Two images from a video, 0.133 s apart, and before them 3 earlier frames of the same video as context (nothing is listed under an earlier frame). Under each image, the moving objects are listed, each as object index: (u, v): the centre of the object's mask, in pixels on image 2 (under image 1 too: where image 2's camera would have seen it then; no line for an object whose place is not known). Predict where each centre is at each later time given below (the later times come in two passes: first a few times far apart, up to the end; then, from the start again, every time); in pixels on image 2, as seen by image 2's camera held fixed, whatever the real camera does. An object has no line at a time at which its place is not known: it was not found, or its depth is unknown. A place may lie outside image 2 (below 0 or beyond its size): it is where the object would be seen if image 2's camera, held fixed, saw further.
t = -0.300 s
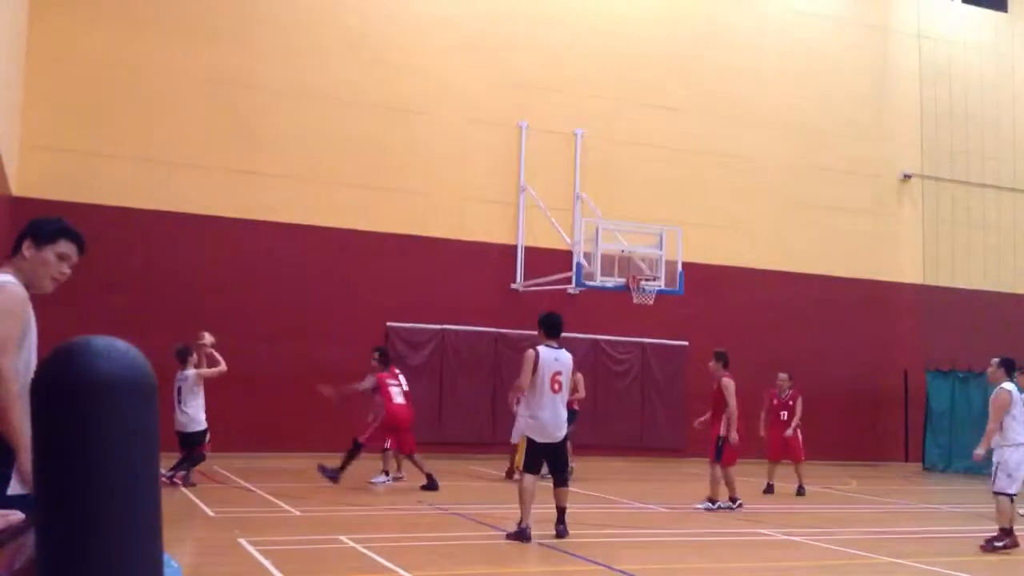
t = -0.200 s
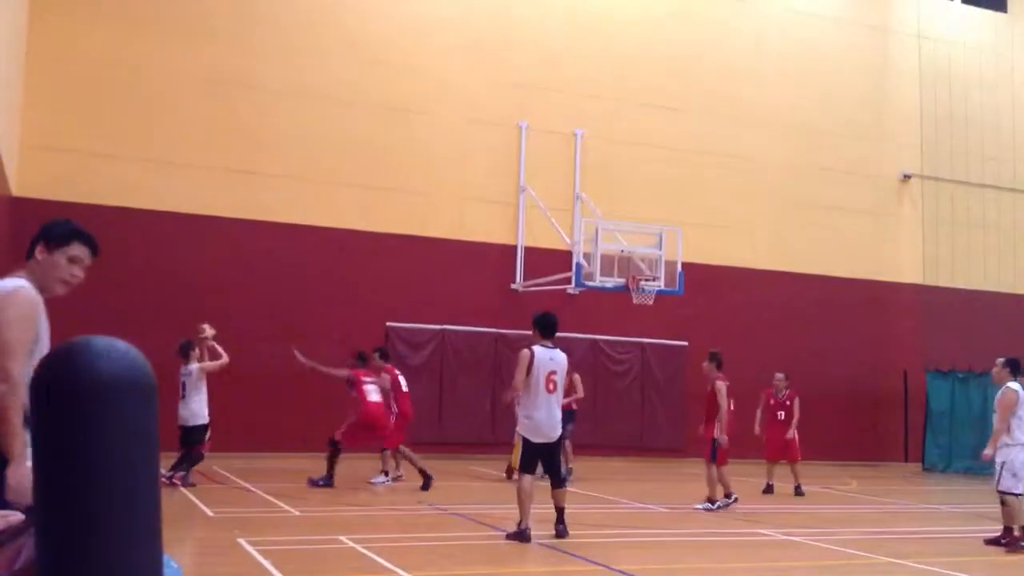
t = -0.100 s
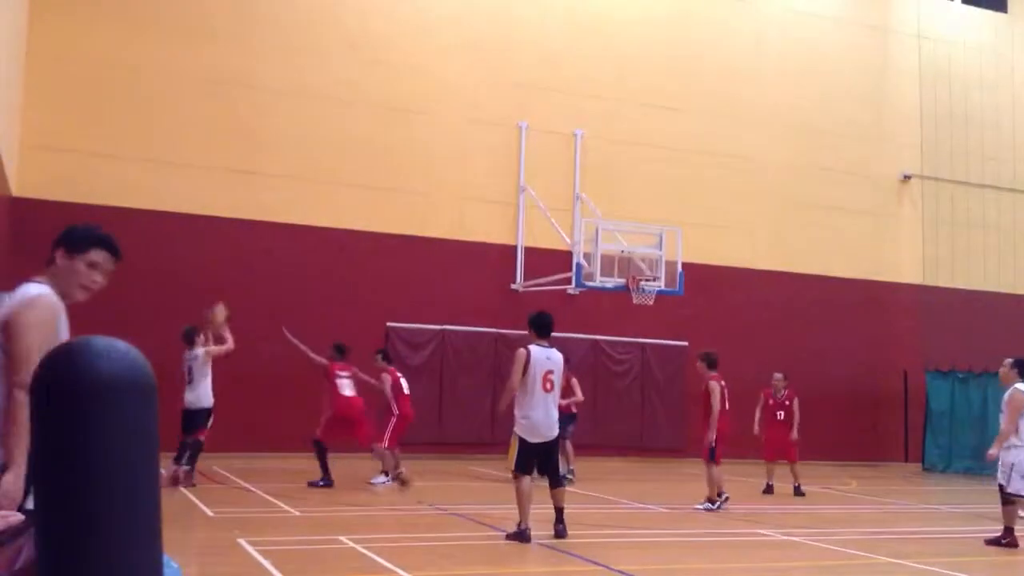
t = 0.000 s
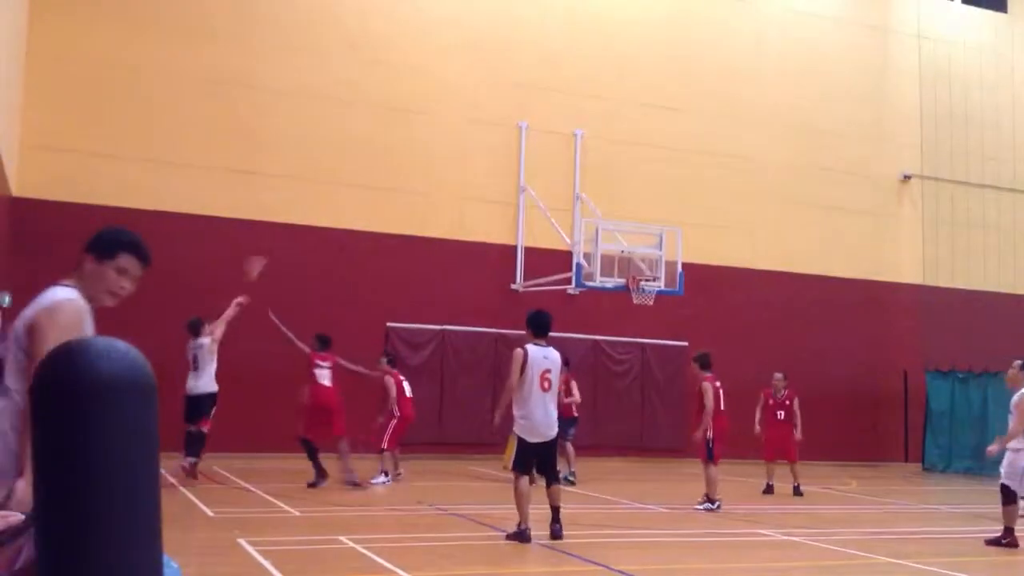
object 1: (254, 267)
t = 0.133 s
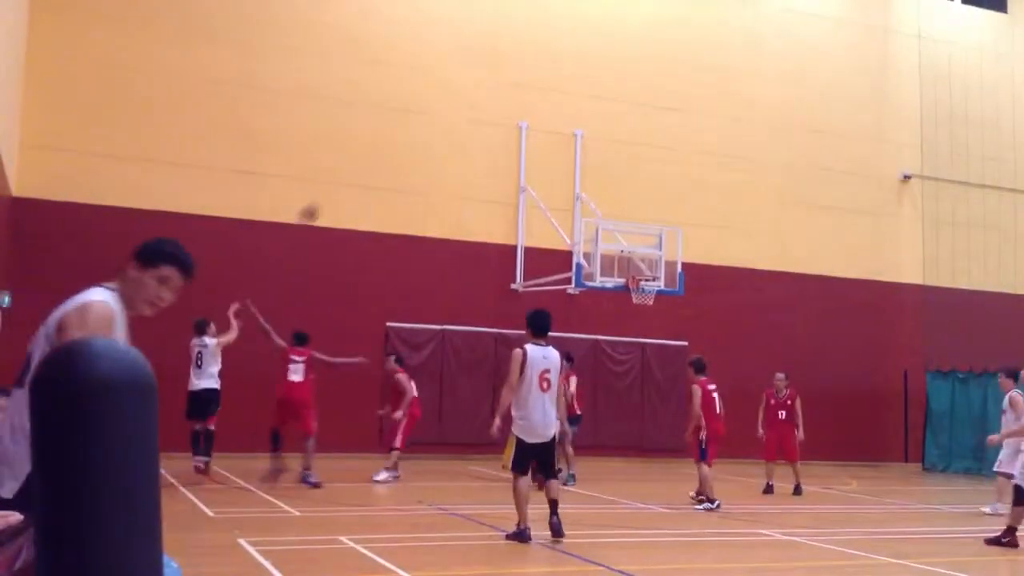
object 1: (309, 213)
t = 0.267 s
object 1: (361, 177)
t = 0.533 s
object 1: (451, 144)
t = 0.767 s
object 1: (520, 157)
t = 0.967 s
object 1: (572, 193)
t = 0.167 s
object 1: (321, 201)
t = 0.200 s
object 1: (335, 192)
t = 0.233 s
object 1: (348, 183)
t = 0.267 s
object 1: (361, 177)
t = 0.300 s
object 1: (373, 169)
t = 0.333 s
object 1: (385, 163)
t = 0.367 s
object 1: (397, 158)
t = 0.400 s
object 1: (407, 154)
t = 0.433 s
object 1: (419, 150)
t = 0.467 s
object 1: (430, 147)
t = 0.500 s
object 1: (441, 146)
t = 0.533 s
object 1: (451, 144)
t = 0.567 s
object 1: (461, 144)
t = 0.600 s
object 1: (472, 144)
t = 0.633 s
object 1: (482, 145)
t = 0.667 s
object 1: (492, 147)
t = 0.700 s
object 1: (502, 149)
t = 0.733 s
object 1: (511, 152)
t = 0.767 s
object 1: (520, 157)
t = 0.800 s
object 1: (530, 161)
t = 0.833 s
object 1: (539, 166)
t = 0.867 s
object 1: (547, 171)
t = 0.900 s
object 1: (555, 177)
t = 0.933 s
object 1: (563, 185)
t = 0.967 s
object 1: (572, 193)
